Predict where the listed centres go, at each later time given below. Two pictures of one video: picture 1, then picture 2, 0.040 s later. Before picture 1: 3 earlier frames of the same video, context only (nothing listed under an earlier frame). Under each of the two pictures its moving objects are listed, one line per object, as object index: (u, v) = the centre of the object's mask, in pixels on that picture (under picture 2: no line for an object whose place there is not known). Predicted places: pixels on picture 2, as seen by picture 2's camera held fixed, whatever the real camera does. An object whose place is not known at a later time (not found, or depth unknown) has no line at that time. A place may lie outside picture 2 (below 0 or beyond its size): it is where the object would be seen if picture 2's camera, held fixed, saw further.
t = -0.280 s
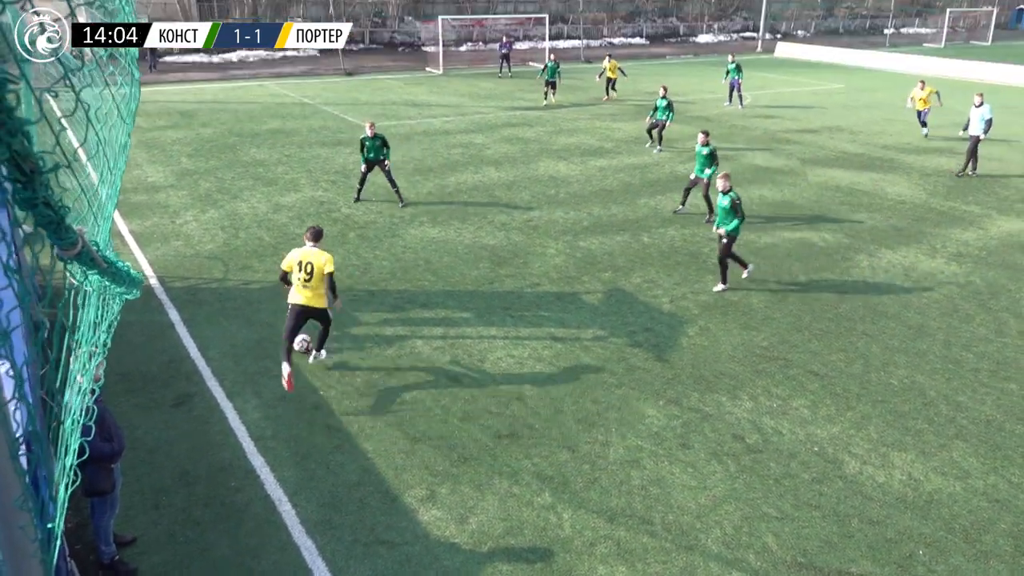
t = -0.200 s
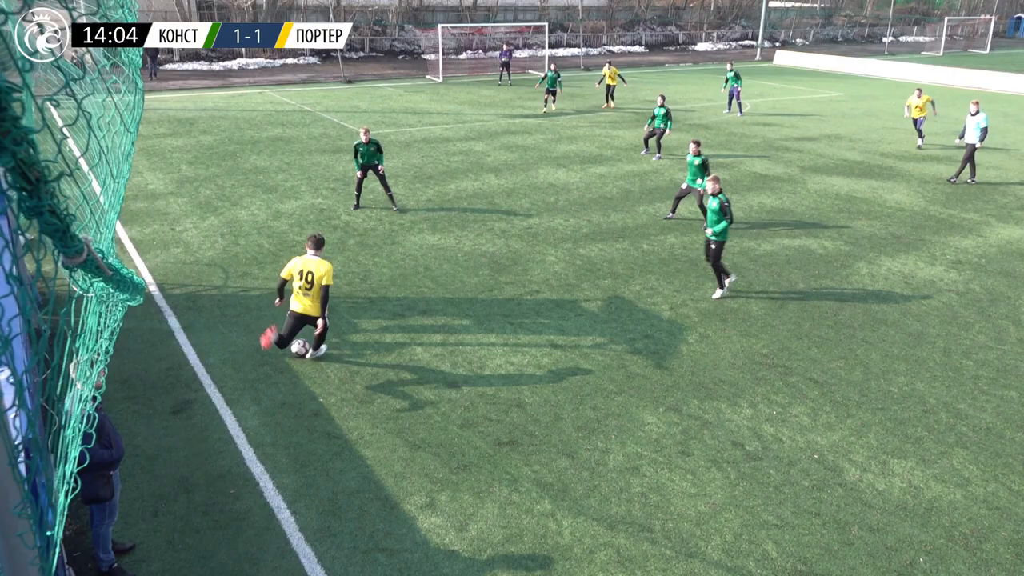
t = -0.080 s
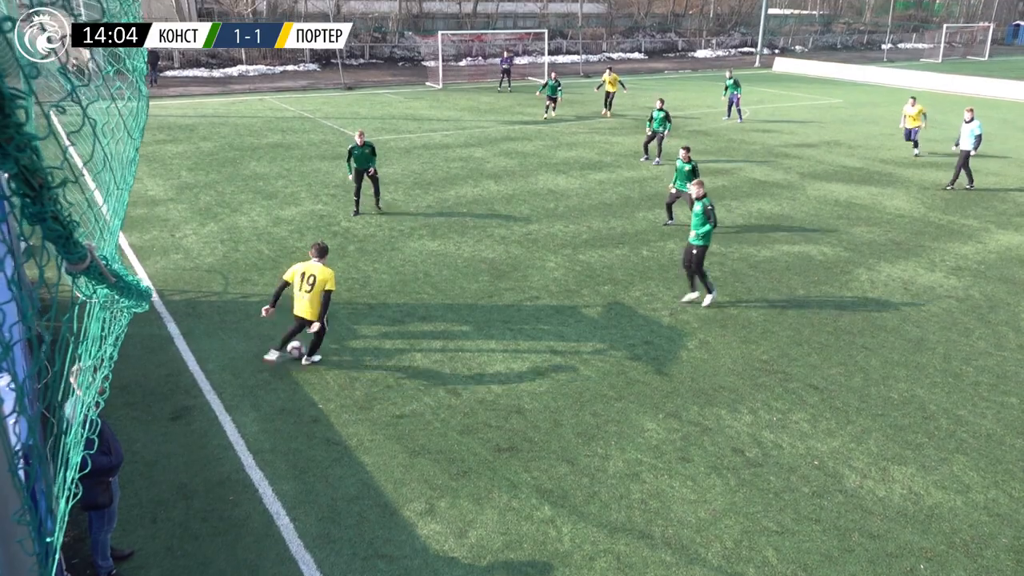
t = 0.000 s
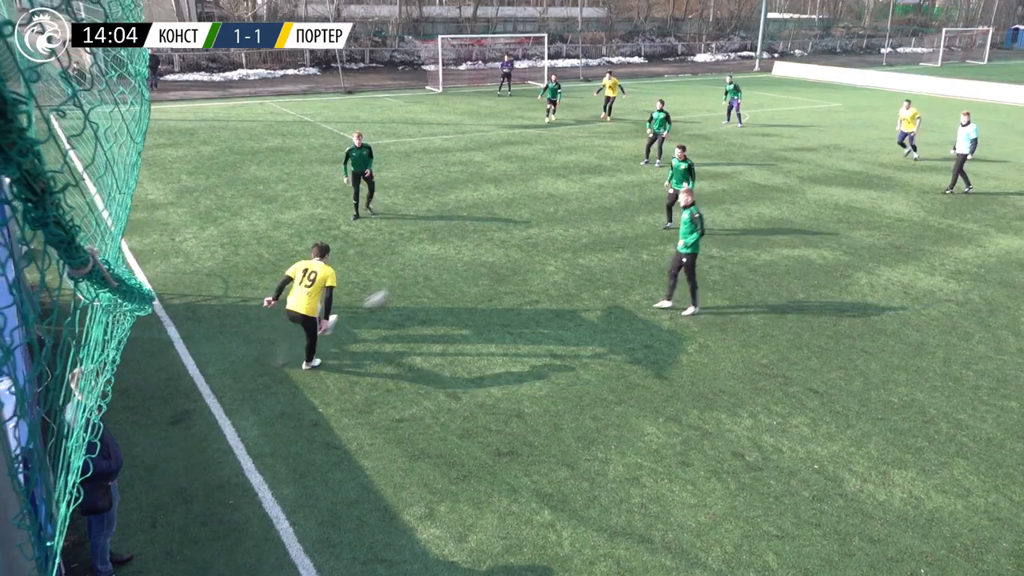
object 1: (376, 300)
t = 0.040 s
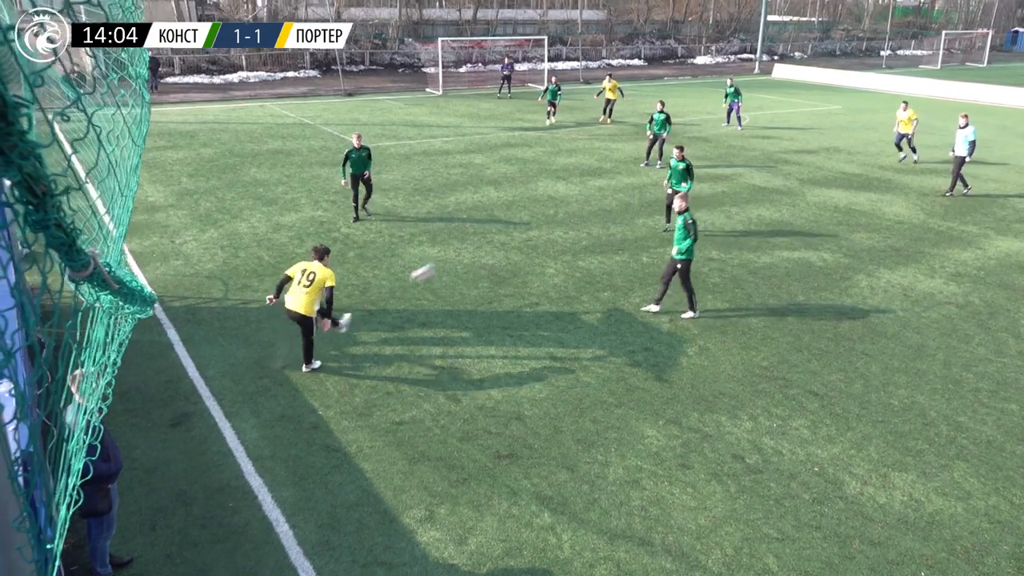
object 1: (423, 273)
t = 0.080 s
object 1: (466, 248)
